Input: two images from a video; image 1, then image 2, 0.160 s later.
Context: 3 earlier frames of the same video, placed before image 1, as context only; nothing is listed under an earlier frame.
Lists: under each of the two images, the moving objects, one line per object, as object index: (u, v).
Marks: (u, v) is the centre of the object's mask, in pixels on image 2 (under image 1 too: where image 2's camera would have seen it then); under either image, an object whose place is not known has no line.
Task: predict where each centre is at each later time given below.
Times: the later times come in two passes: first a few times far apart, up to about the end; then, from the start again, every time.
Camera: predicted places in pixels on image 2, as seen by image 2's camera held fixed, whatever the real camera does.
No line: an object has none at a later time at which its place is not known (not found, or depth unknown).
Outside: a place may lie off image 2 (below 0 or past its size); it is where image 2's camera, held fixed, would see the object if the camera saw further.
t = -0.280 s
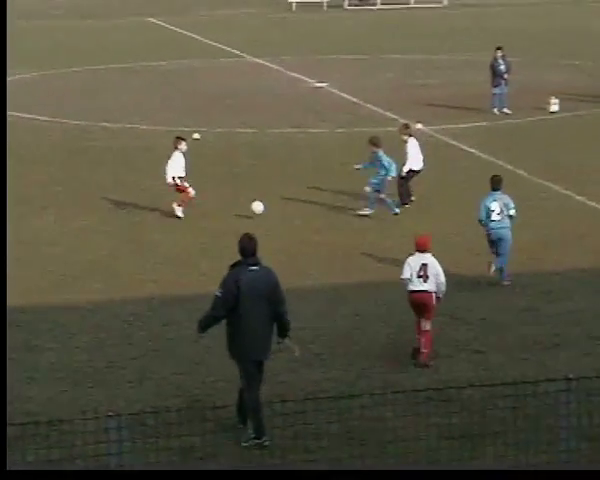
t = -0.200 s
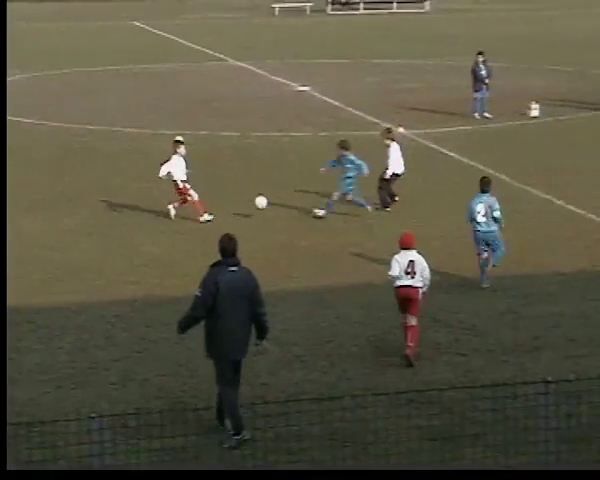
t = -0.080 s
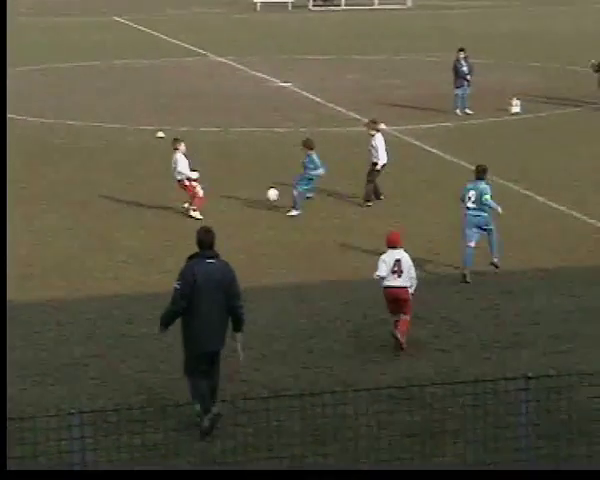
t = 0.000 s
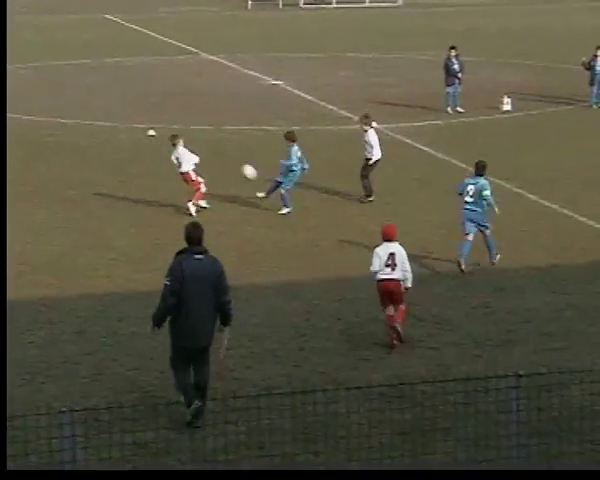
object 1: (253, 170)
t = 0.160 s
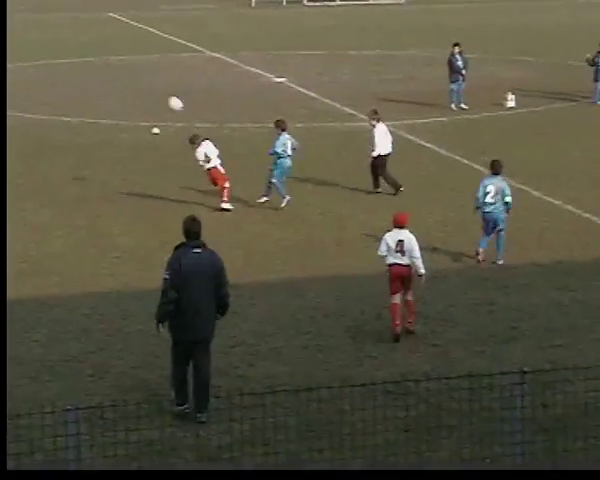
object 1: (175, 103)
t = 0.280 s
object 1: (118, 66)
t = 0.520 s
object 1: (24, 20)
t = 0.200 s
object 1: (157, 91)
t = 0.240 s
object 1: (138, 77)
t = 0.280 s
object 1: (118, 66)
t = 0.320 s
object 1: (100, 55)
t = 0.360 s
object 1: (82, 46)
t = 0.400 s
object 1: (66, 37)
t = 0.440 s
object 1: (52, 30)
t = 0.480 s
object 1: (39, 25)
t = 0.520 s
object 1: (24, 20)
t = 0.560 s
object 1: (9, 16)
